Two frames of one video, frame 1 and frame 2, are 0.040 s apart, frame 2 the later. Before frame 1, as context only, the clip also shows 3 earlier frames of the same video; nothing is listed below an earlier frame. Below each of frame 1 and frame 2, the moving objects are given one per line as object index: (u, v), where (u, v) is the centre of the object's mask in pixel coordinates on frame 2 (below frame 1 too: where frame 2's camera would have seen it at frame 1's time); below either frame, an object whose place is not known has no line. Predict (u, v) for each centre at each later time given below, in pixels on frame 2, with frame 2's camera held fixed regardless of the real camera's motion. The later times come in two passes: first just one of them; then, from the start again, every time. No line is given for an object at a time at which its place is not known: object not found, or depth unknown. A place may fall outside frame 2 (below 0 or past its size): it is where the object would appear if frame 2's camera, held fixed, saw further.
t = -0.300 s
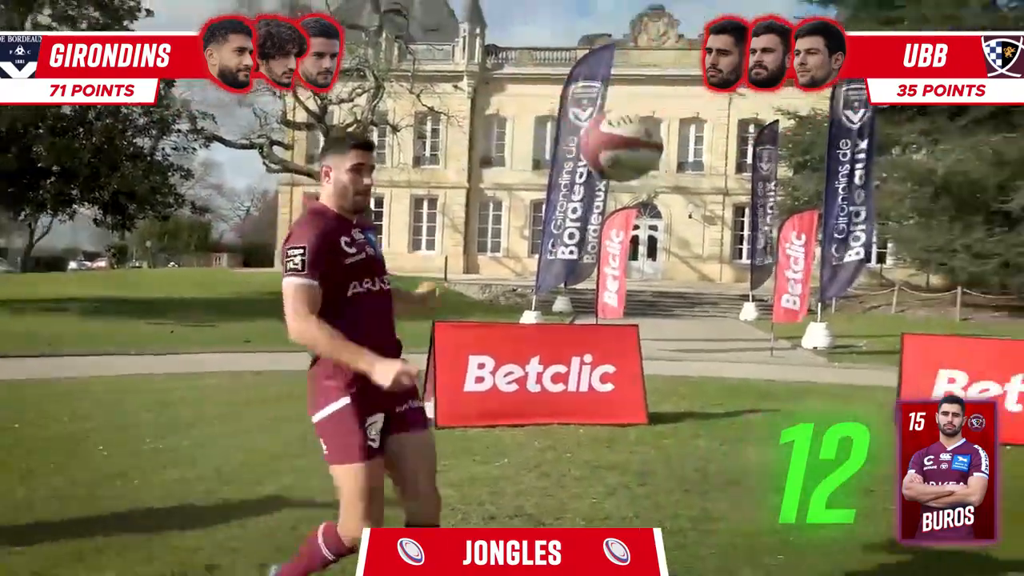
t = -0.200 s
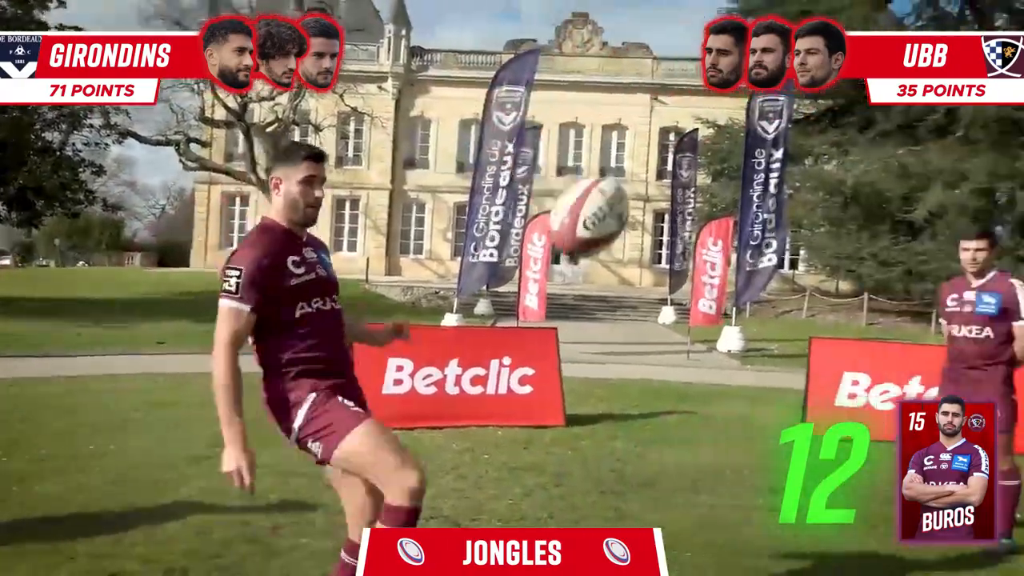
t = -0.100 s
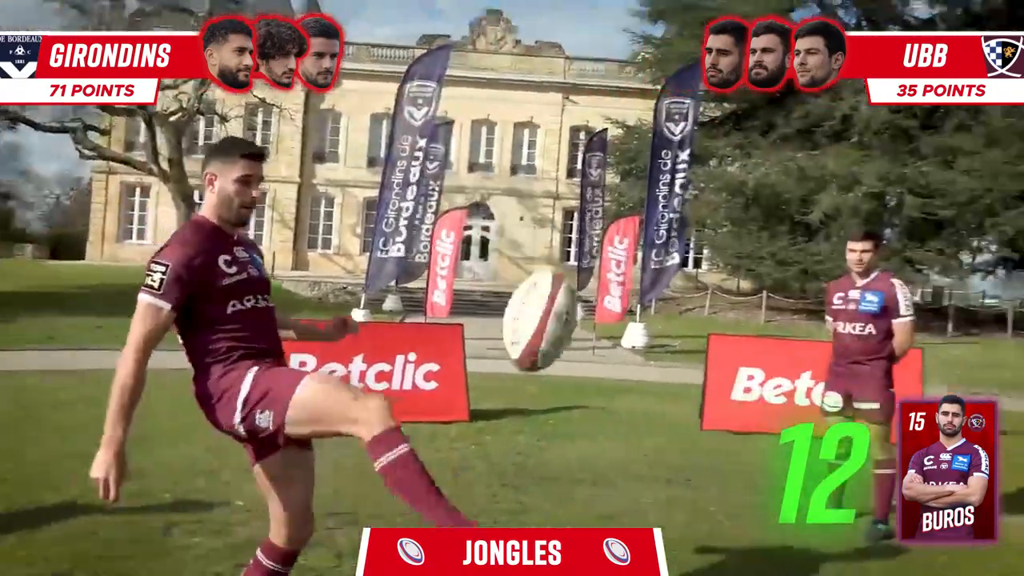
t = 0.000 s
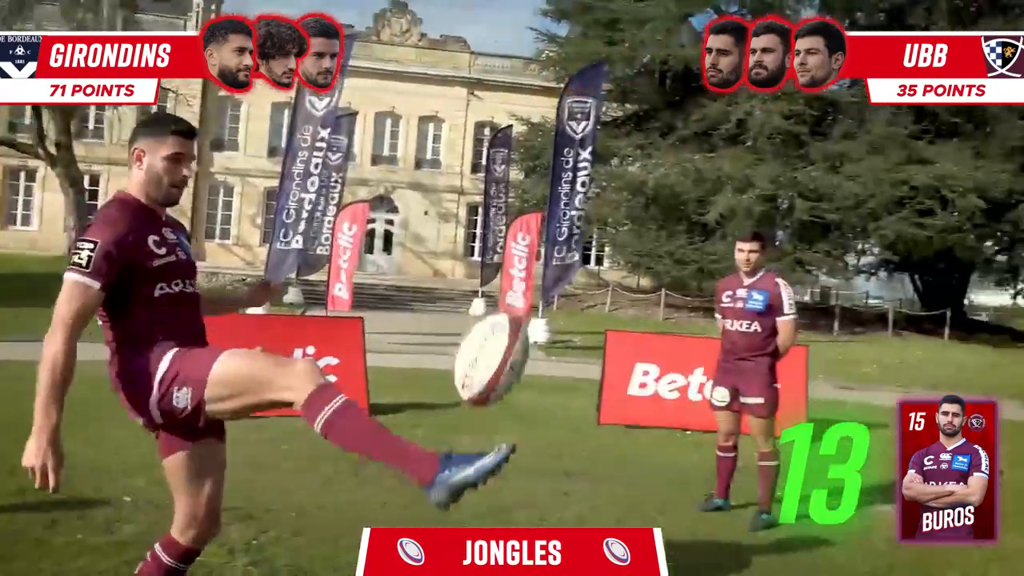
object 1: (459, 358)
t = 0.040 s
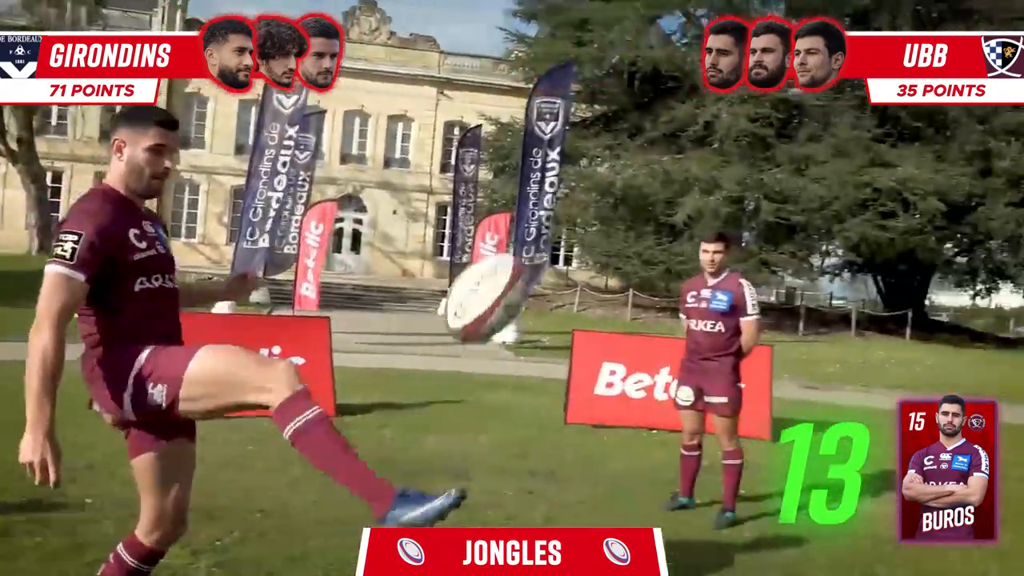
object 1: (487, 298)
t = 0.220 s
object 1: (614, 84)
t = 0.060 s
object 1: (502, 268)
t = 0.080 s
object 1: (514, 241)
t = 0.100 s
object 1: (528, 214)
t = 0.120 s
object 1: (542, 190)
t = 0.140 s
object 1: (555, 165)
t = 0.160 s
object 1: (569, 142)
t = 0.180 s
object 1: (584, 122)
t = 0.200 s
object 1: (600, 102)
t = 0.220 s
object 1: (614, 84)
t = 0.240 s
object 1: (628, 67)
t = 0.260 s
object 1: (642, 53)
